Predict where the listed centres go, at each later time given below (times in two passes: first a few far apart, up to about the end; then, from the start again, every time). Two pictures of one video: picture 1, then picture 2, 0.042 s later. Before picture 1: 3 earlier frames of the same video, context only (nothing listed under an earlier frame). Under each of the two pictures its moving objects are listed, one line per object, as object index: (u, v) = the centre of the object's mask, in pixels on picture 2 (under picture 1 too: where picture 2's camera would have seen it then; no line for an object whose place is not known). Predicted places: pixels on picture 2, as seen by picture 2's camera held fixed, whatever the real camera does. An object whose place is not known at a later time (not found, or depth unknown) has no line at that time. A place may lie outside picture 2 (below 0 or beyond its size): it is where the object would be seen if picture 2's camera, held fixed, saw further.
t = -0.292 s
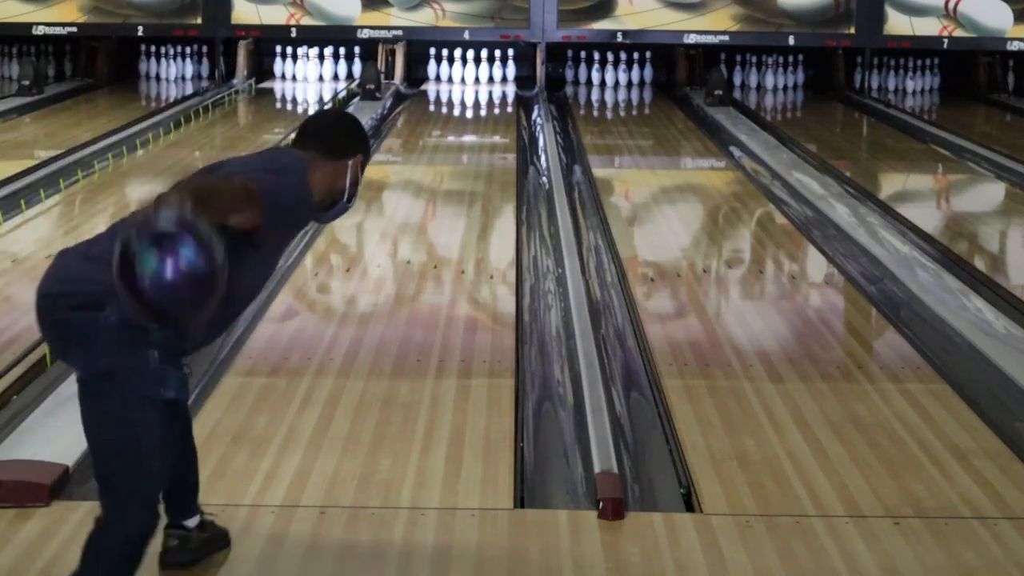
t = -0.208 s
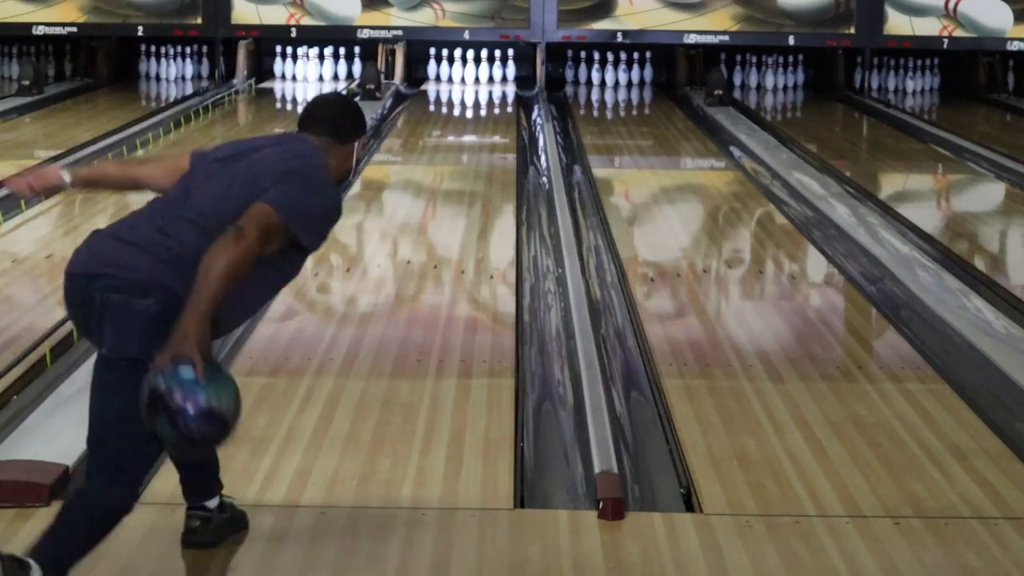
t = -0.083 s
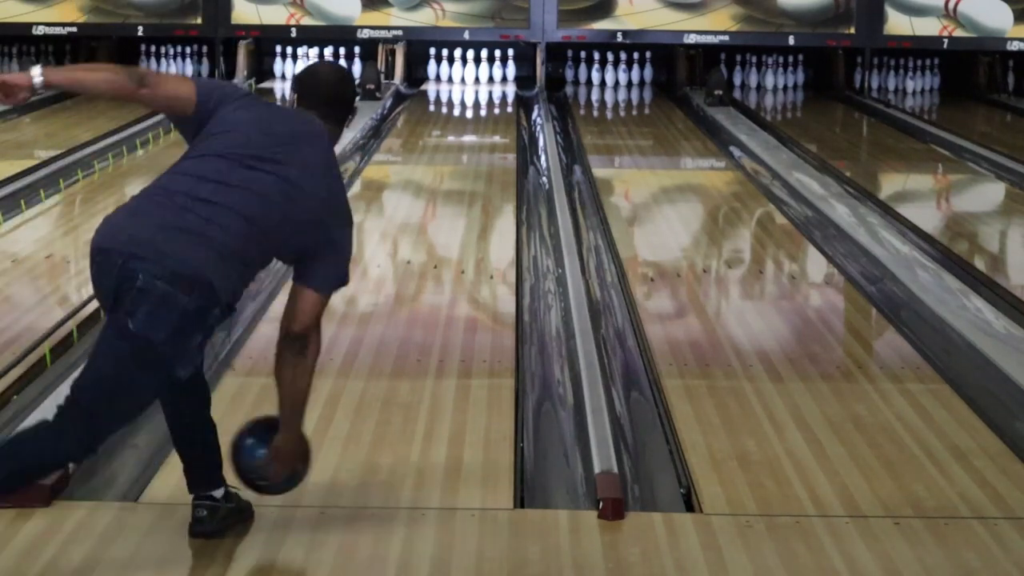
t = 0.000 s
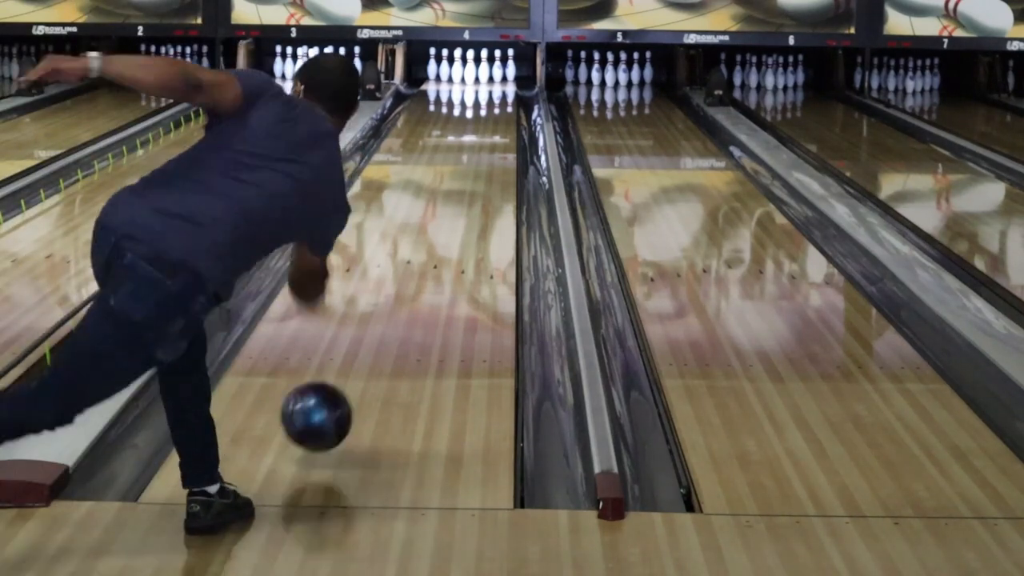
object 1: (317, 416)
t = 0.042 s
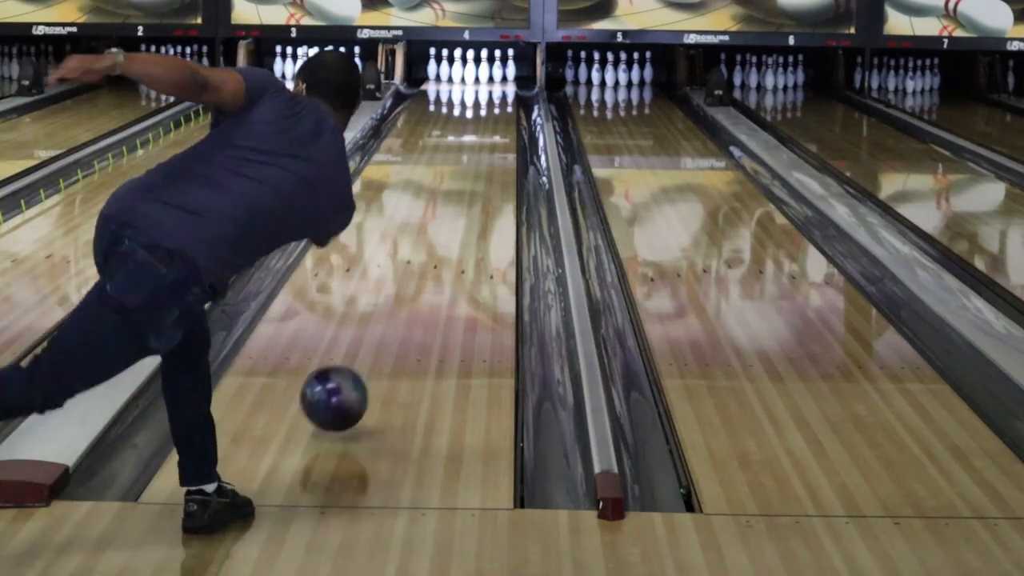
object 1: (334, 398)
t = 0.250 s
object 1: (398, 309)
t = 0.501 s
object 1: (445, 236)
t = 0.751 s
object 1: (476, 188)
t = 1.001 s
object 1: (496, 153)
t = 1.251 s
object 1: (506, 129)
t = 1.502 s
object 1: (510, 108)
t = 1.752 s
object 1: (507, 94)
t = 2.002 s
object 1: (494, 82)
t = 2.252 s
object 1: (482, 73)
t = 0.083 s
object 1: (350, 384)
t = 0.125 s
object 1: (364, 361)
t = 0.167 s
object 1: (376, 343)
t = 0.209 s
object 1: (387, 326)
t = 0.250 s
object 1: (398, 309)
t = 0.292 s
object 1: (408, 295)
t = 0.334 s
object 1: (417, 281)
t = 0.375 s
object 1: (425, 268)
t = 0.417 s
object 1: (432, 257)
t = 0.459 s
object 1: (439, 246)
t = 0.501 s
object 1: (445, 236)
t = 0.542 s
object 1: (451, 227)
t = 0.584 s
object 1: (457, 218)
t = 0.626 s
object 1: (462, 210)
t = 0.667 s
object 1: (467, 203)
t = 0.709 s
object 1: (471, 195)
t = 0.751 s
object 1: (476, 188)
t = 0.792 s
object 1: (480, 181)
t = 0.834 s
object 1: (483, 175)
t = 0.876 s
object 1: (487, 169)
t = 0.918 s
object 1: (490, 164)
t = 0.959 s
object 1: (493, 159)
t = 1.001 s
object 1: (496, 153)
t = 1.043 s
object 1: (498, 149)
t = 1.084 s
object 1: (500, 145)
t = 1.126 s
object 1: (503, 141)
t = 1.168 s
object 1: (503, 138)
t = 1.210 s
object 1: (505, 133)
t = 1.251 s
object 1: (506, 129)
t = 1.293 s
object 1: (508, 126)
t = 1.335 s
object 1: (509, 122)
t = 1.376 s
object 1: (509, 119)
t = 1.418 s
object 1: (509, 116)
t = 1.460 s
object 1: (510, 112)
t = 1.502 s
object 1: (510, 108)
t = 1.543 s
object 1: (511, 107)
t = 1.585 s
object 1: (510, 104)
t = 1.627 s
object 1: (510, 101)
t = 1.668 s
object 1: (508, 98)
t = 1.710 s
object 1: (508, 97)
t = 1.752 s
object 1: (507, 94)
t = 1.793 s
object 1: (505, 91)
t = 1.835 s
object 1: (503, 90)
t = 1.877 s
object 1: (501, 88)
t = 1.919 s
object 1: (499, 86)
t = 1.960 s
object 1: (497, 84)
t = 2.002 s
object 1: (494, 82)
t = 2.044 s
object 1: (492, 80)
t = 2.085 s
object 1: (489, 79)
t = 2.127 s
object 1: (486, 77)
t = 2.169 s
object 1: (484, 74)
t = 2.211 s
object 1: (483, 74)
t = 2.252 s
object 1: (482, 73)
